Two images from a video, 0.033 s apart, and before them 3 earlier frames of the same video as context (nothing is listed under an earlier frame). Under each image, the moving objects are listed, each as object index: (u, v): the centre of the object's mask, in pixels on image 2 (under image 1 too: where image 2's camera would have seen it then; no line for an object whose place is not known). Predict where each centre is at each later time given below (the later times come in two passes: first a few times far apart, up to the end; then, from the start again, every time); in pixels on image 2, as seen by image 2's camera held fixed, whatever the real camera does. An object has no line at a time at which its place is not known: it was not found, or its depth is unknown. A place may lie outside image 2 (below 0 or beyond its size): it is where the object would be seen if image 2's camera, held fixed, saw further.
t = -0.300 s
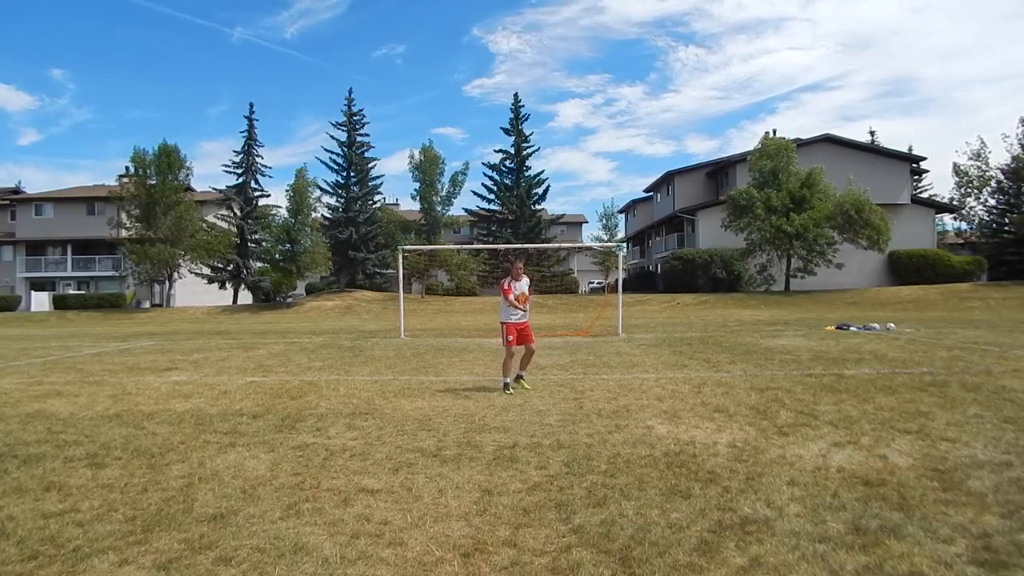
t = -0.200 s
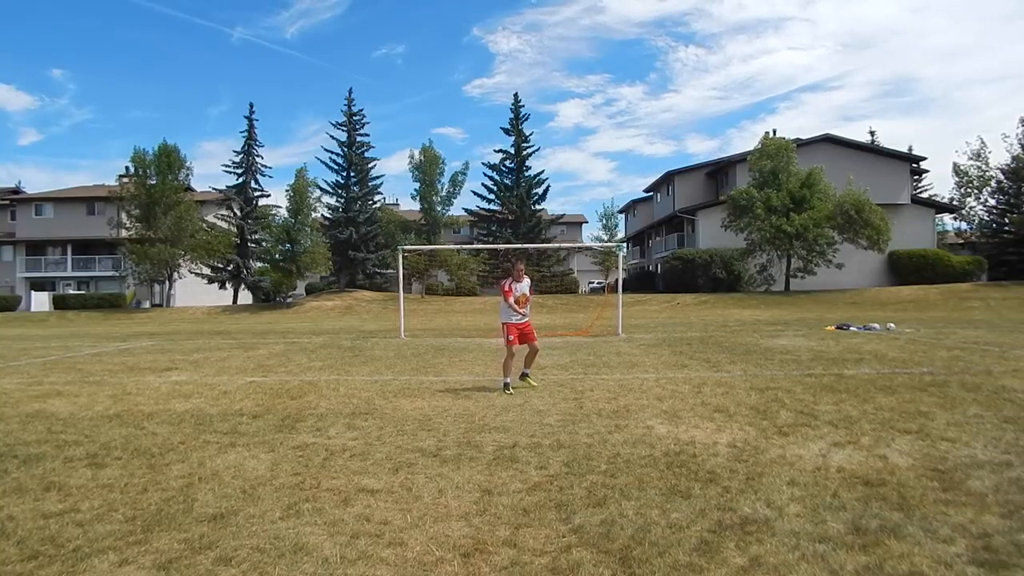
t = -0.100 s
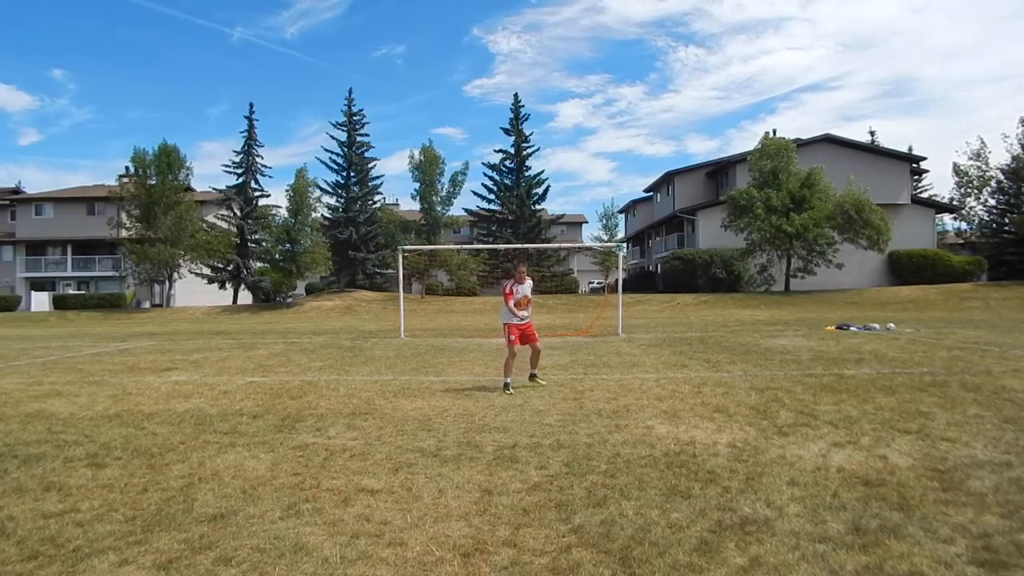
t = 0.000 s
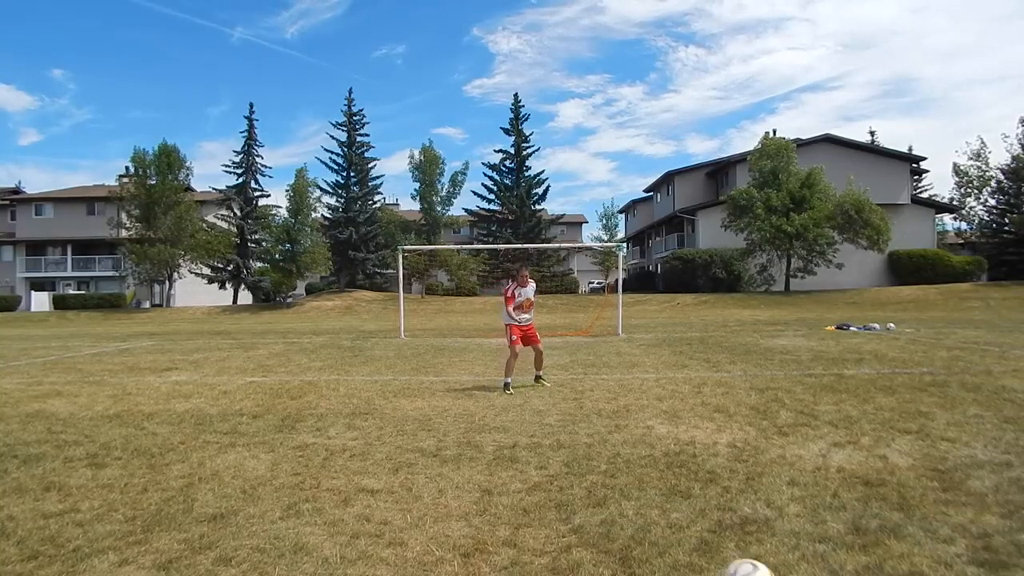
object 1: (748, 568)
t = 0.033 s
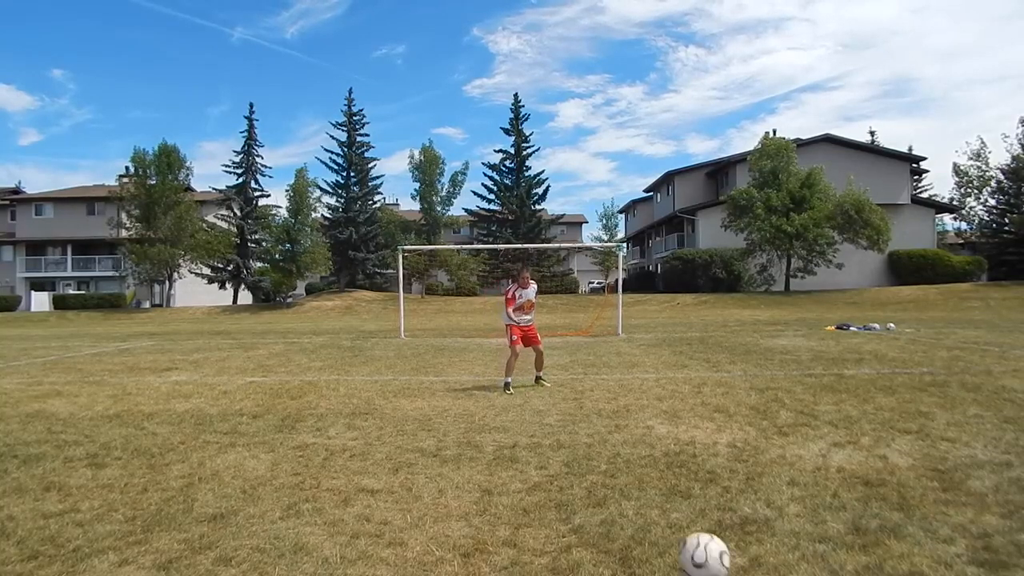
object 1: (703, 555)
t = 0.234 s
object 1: (571, 455)
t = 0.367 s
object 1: (532, 428)
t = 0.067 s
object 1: (668, 537)
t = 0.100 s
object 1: (639, 522)
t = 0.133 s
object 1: (617, 505)
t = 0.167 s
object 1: (599, 485)
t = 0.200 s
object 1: (585, 468)
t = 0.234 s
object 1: (571, 455)
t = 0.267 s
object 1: (561, 447)
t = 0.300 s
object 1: (550, 439)
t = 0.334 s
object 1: (541, 432)
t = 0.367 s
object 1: (532, 428)
